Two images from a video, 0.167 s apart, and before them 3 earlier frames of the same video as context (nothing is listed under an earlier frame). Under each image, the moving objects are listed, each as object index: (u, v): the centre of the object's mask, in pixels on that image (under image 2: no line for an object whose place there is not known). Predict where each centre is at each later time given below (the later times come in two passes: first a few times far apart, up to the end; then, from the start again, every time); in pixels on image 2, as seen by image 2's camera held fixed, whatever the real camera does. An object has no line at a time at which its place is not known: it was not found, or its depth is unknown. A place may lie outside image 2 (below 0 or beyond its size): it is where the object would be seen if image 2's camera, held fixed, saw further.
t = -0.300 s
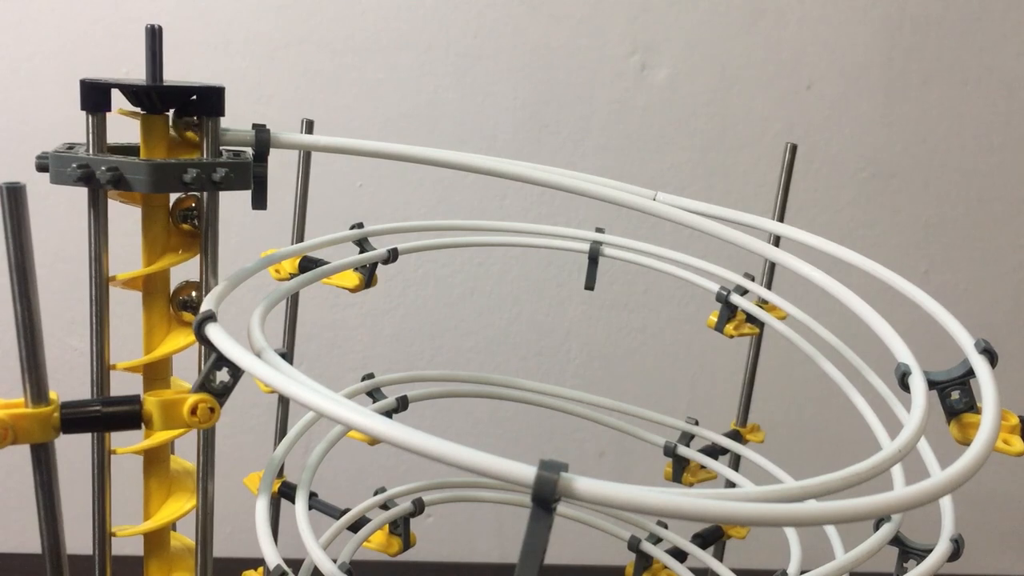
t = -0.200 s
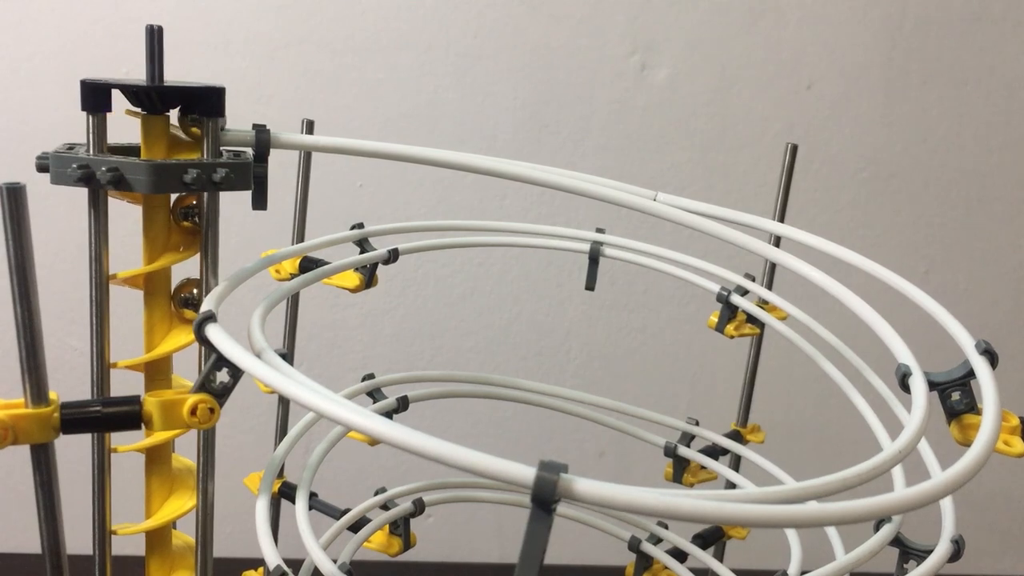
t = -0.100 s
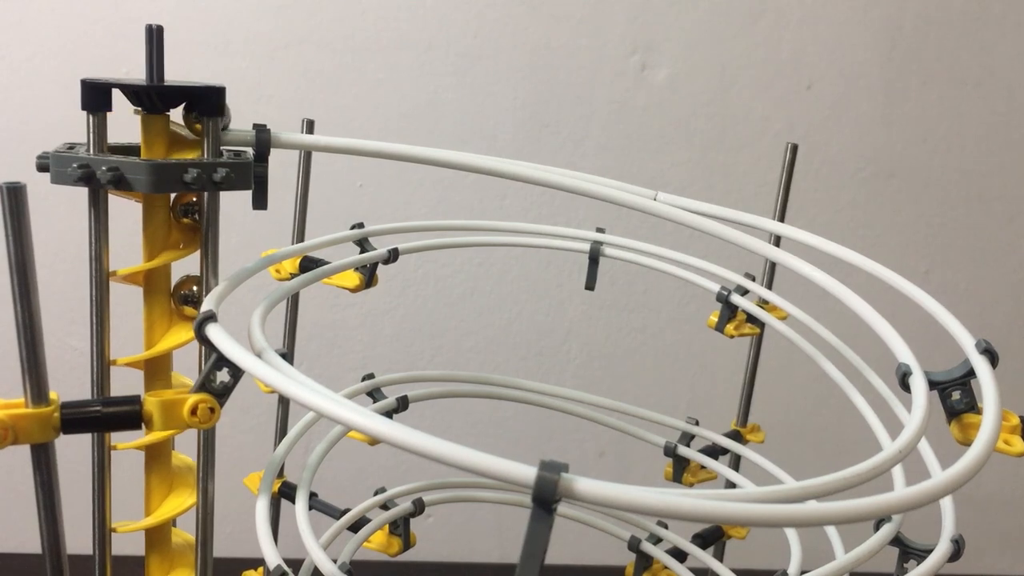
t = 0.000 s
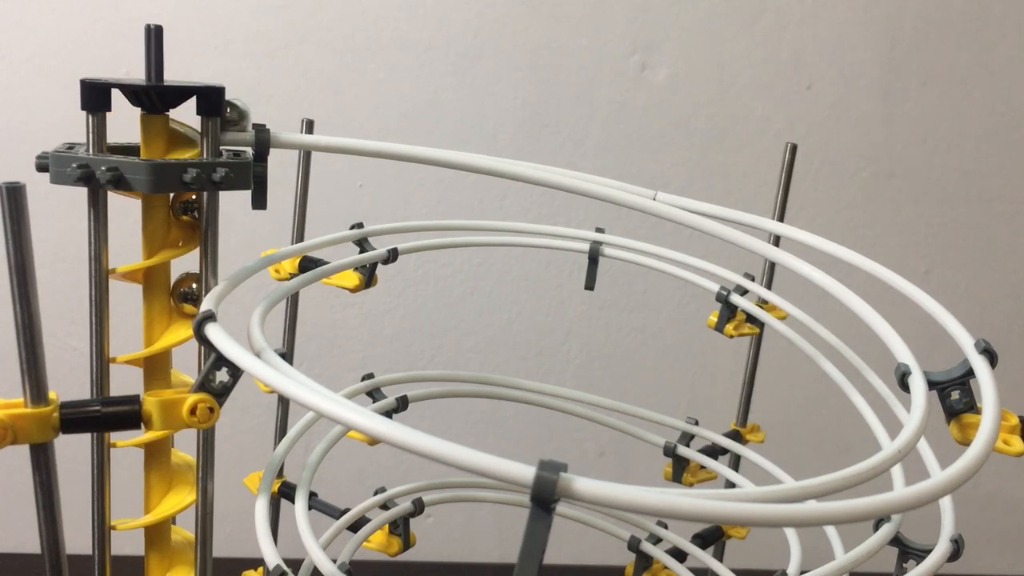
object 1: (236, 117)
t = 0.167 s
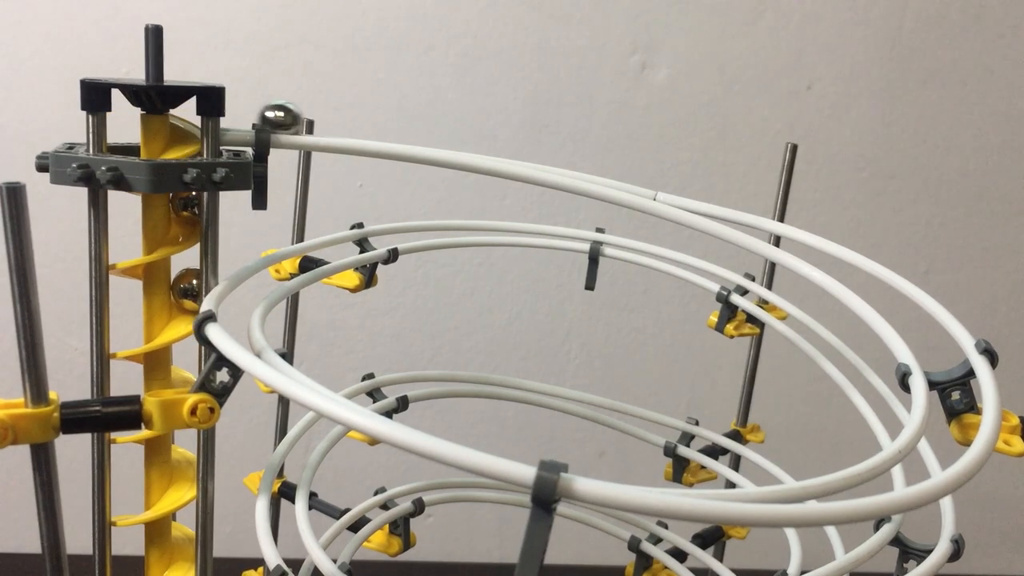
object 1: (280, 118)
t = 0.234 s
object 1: (305, 121)
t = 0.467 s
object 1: (413, 133)
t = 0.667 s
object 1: (552, 159)
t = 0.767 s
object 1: (641, 181)
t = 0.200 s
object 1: (293, 119)
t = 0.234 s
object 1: (305, 121)
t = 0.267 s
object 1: (318, 122)
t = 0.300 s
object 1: (332, 123)
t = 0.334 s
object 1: (346, 125)
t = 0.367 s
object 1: (361, 127)
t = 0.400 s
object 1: (377, 128)
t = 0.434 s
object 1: (394, 131)
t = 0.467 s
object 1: (413, 133)
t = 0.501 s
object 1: (431, 136)
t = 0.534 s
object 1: (453, 139)
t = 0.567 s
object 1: (474, 143)
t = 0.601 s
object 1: (500, 147)
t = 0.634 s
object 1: (525, 152)
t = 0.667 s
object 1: (552, 159)
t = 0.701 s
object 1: (581, 166)
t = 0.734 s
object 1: (610, 173)
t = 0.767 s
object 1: (641, 181)
